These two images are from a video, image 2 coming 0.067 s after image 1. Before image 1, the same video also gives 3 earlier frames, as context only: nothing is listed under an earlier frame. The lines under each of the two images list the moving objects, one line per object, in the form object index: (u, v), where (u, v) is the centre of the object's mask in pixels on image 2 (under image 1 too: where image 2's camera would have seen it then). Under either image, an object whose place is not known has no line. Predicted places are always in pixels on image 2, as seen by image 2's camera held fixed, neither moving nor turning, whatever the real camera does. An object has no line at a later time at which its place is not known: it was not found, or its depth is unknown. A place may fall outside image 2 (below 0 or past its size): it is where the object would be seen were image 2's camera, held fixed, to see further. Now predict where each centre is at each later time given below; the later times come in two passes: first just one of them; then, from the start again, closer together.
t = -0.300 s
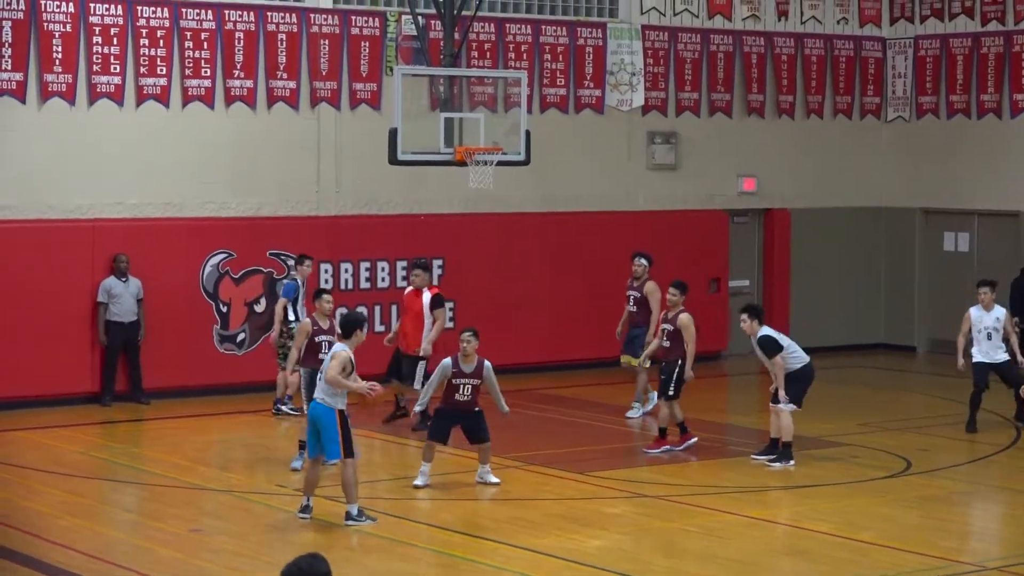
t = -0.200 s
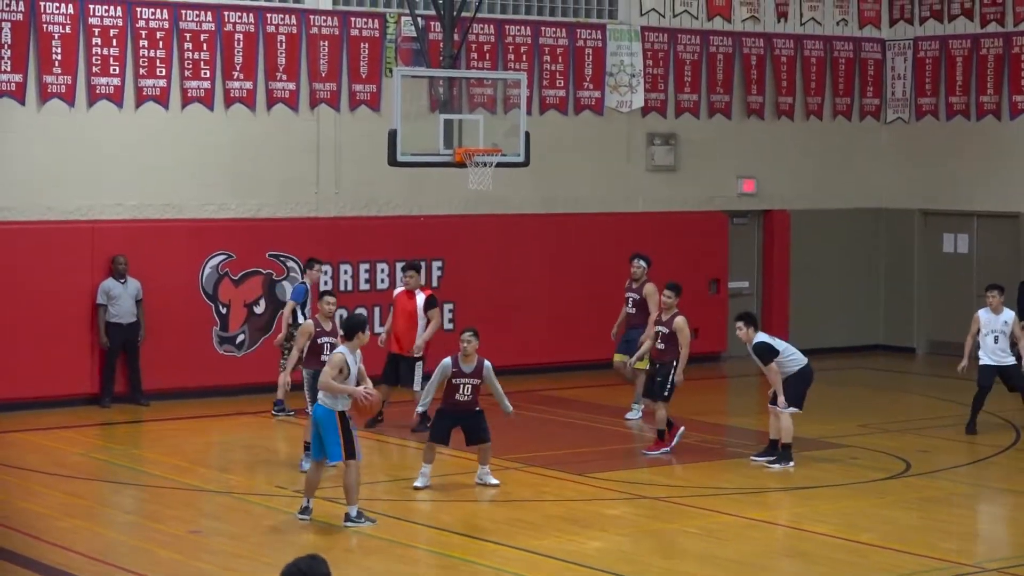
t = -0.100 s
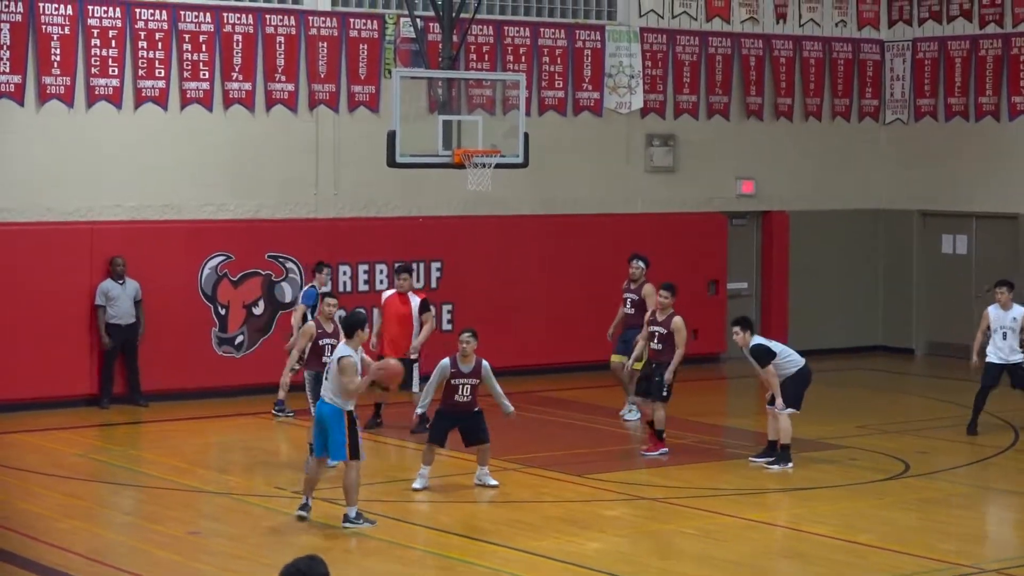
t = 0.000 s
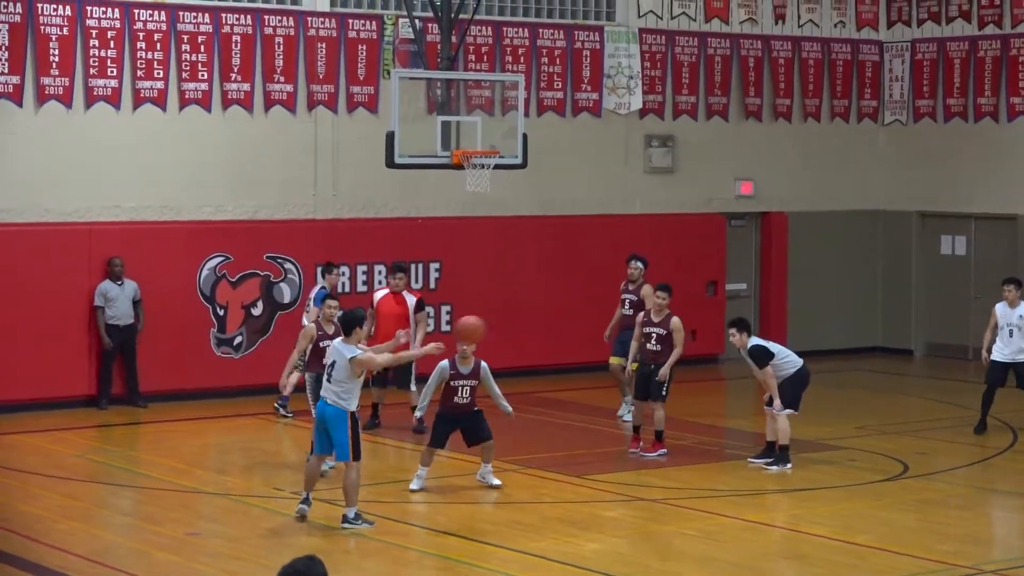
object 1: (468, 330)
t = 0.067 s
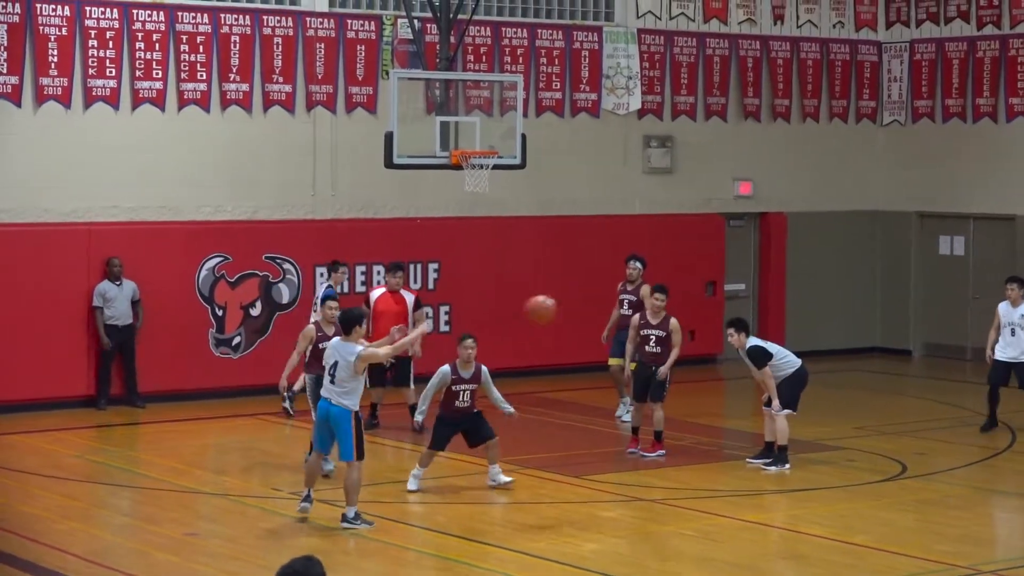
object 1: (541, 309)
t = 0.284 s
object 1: (762, 278)
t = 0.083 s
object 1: (558, 305)
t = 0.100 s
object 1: (576, 301)
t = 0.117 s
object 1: (593, 297)
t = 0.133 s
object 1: (610, 293)
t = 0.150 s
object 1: (628, 290)
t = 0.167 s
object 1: (646, 287)
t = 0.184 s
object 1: (663, 285)
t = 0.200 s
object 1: (679, 283)
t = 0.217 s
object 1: (696, 282)
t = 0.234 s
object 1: (711, 280)
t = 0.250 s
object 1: (728, 278)
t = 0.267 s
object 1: (746, 278)
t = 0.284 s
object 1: (762, 278)
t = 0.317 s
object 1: (794, 277)
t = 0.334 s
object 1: (810, 278)
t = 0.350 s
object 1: (826, 279)
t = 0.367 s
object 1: (842, 280)
